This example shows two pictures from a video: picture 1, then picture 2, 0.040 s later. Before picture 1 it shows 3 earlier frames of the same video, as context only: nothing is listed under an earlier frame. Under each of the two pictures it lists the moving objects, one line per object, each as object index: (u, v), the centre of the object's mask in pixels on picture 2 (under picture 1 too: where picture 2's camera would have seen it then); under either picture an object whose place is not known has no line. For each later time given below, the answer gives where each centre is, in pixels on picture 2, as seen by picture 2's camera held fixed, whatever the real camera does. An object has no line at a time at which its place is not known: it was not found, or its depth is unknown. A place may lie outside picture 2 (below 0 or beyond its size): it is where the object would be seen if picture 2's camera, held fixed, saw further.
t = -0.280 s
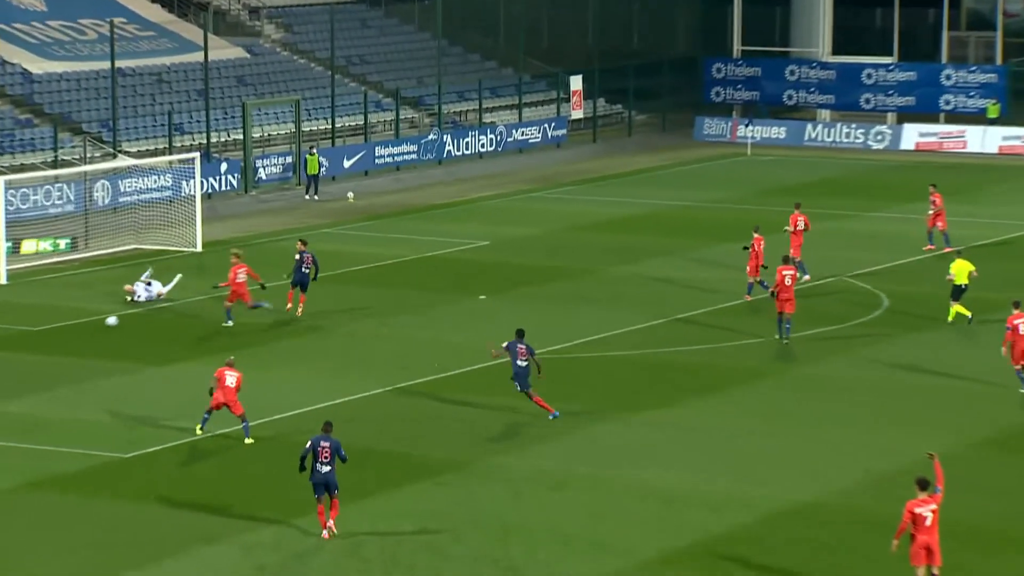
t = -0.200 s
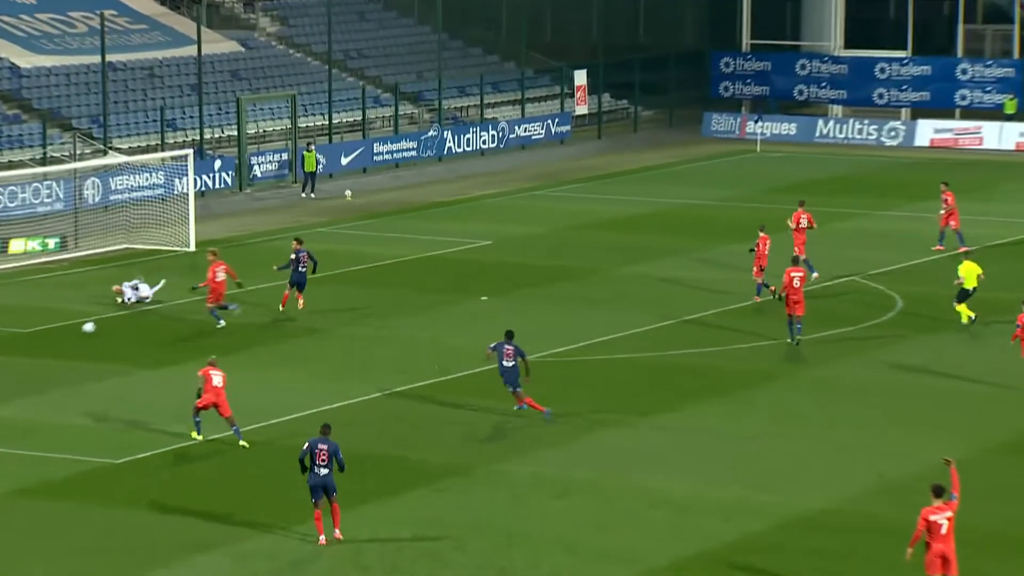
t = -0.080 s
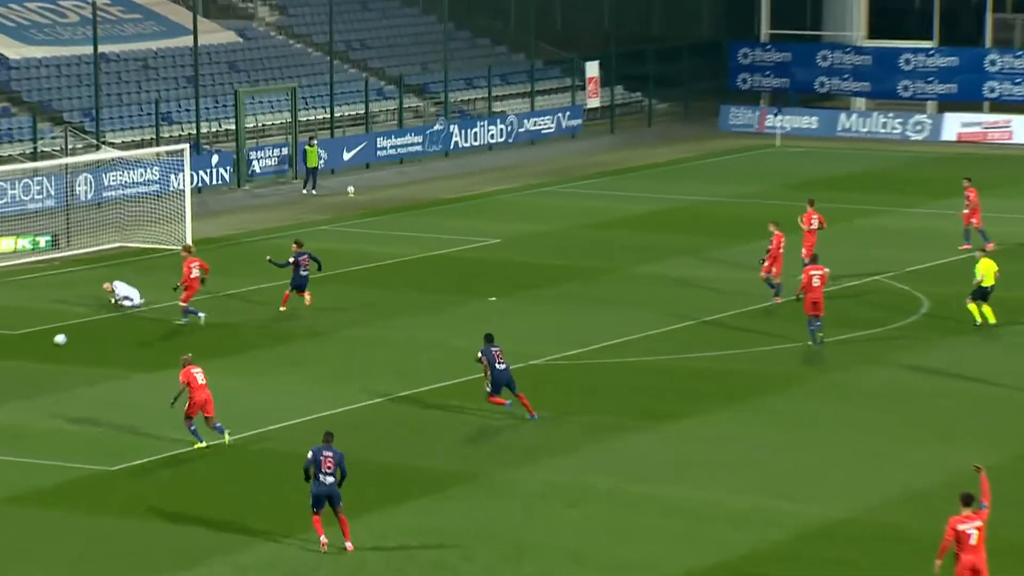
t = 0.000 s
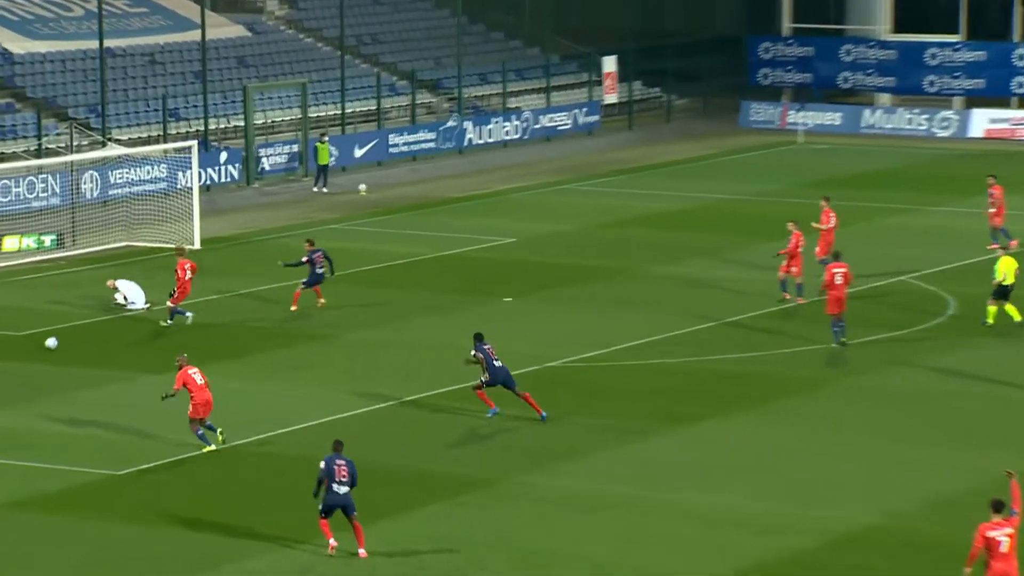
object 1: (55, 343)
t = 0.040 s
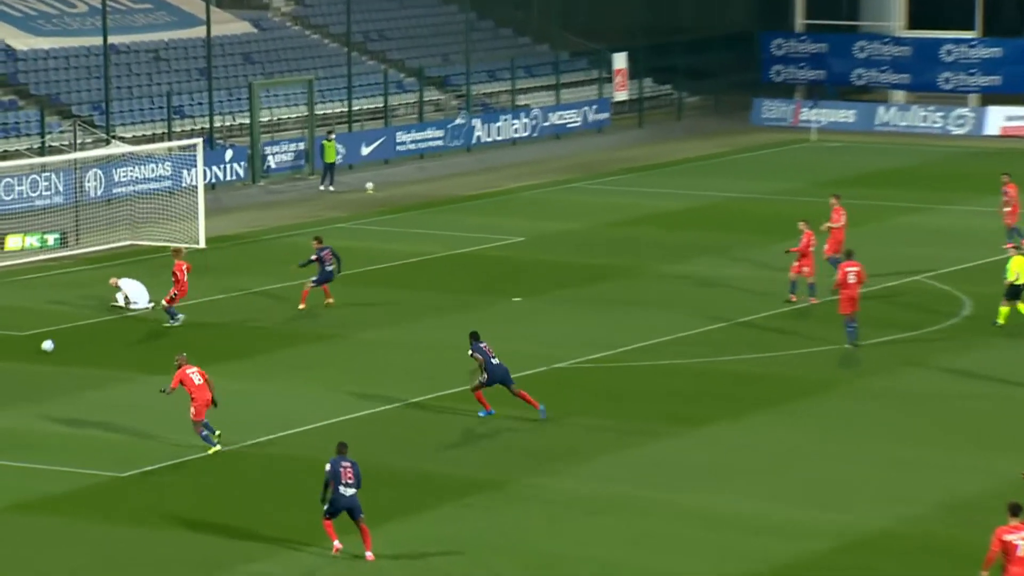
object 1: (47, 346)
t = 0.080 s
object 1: (40, 349)
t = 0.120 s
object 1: (34, 354)
